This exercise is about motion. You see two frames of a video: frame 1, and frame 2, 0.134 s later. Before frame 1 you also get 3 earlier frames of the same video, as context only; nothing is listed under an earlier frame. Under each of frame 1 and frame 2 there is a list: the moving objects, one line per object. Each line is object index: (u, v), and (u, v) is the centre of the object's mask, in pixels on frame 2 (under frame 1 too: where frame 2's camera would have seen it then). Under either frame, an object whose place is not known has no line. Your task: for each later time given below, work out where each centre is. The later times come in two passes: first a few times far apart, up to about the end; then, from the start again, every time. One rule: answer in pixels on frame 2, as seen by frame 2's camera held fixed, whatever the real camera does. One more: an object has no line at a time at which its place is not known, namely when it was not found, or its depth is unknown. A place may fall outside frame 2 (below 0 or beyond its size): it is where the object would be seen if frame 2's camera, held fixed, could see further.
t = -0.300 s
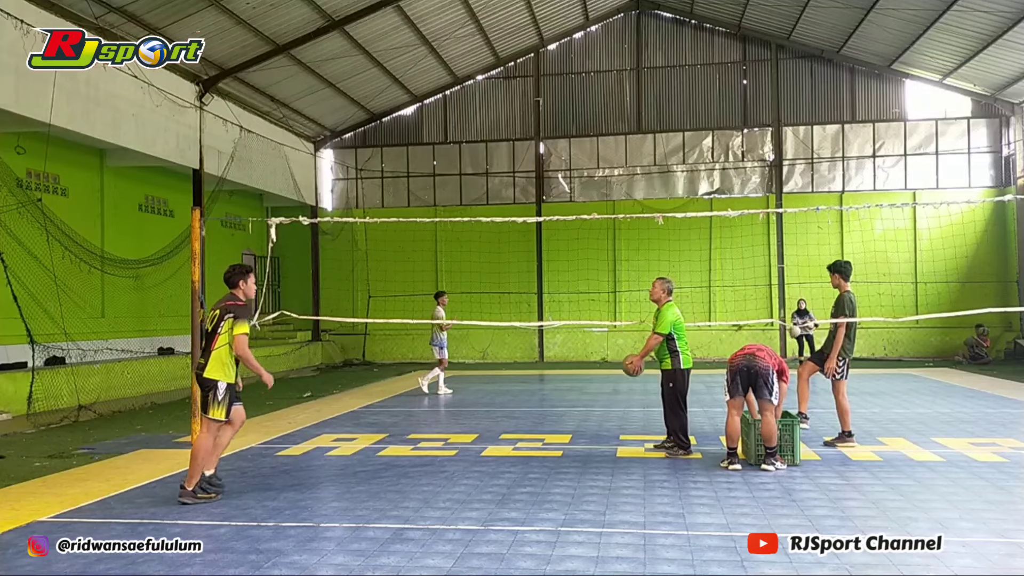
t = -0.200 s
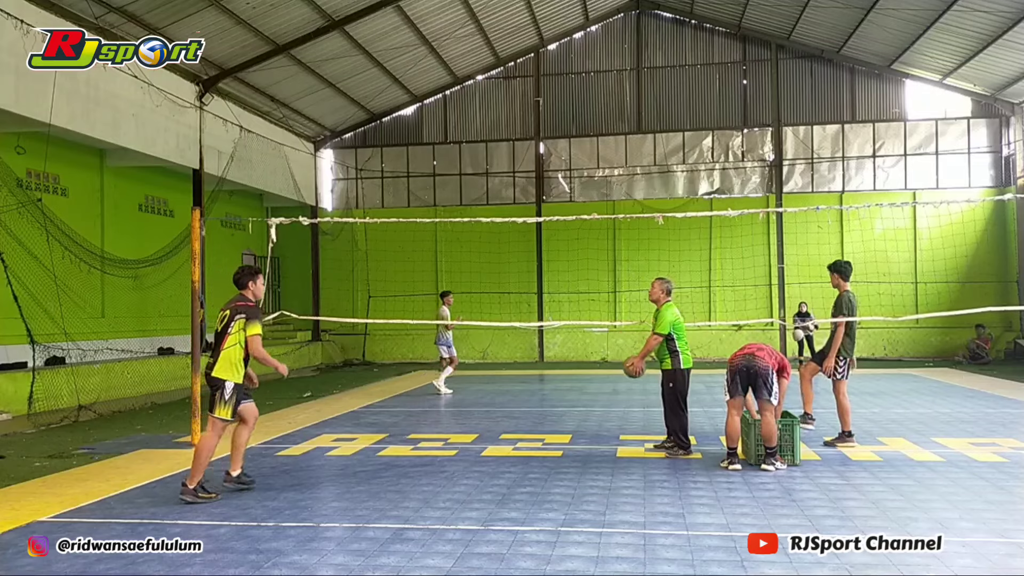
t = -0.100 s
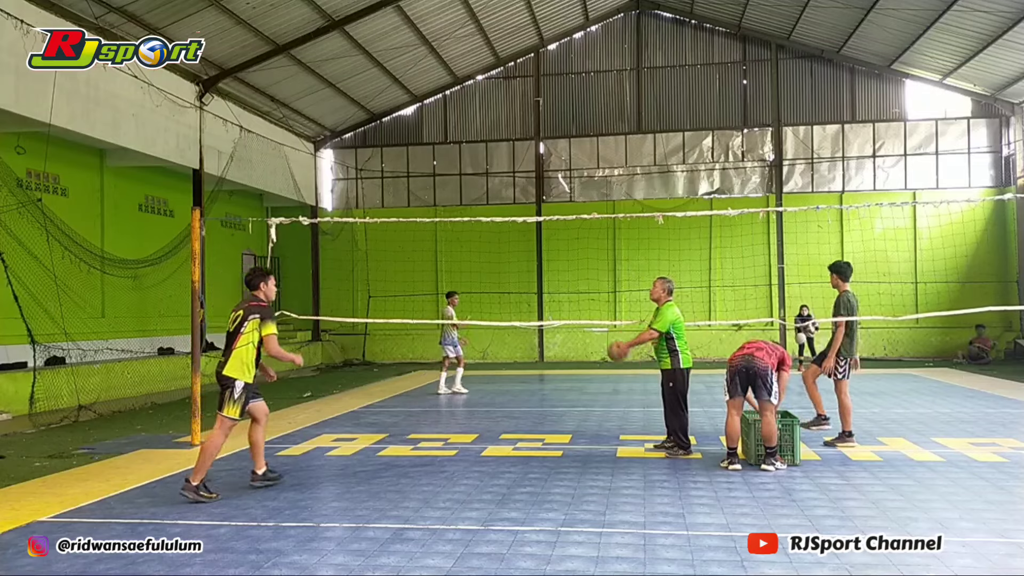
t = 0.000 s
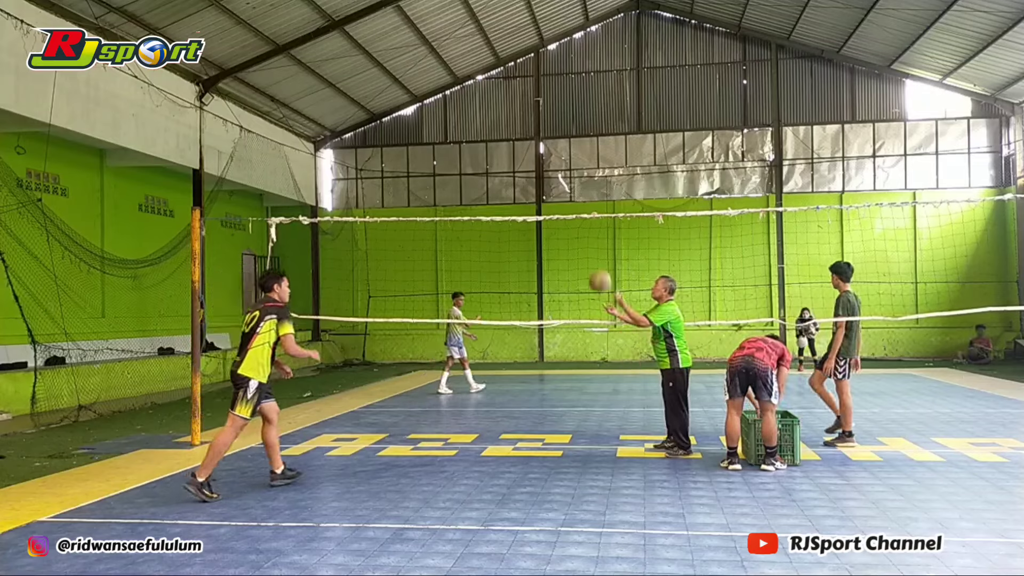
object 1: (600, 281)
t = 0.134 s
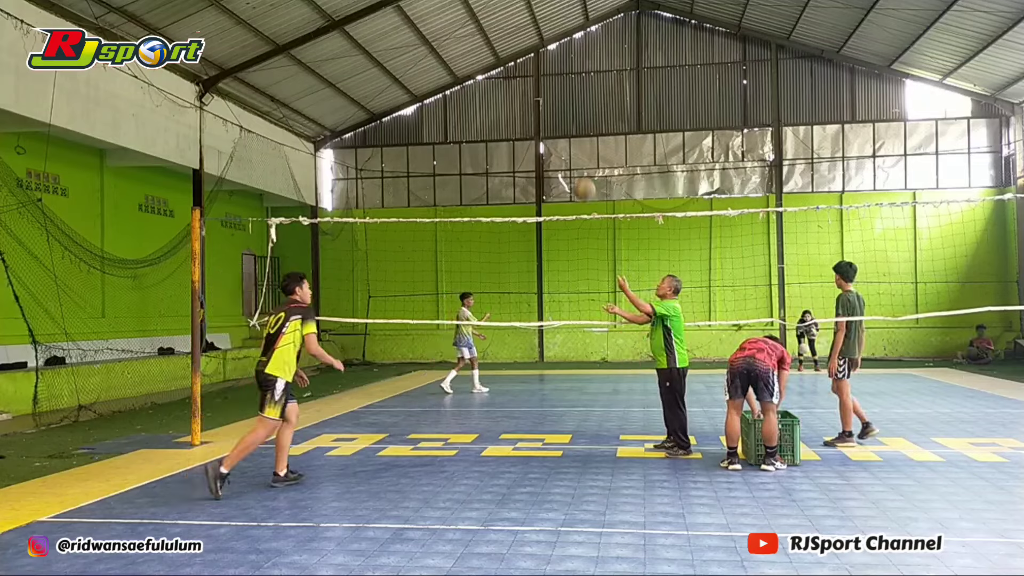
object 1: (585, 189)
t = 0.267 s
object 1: (571, 117)
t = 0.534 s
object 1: (544, 29)
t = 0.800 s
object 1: (521, 12)
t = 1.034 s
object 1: (501, 58)
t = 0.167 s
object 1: (581, 170)
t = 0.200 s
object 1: (577, 152)
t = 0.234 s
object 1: (573, 133)
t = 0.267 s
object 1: (571, 117)
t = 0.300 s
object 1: (567, 102)
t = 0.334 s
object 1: (564, 88)
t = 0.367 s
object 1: (561, 75)
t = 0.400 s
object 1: (558, 63)
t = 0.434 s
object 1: (554, 53)
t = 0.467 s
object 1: (551, 44)
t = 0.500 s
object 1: (547, 35)
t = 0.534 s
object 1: (544, 29)
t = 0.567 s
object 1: (541, 23)
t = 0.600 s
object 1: (539, 19)
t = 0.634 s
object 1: (535, 15)
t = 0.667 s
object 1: (533, 12)
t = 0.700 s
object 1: (530, 11)
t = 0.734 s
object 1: (527, 11)
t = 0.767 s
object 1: (524, 11)
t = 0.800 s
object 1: (521, 12)
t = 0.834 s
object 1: (518, 15)
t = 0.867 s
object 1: (515, 20)
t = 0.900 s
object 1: (512, 26)
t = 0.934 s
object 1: (509, 32)
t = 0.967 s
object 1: (506, 40)
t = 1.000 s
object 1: (503, 49)
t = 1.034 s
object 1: (501, 58)
